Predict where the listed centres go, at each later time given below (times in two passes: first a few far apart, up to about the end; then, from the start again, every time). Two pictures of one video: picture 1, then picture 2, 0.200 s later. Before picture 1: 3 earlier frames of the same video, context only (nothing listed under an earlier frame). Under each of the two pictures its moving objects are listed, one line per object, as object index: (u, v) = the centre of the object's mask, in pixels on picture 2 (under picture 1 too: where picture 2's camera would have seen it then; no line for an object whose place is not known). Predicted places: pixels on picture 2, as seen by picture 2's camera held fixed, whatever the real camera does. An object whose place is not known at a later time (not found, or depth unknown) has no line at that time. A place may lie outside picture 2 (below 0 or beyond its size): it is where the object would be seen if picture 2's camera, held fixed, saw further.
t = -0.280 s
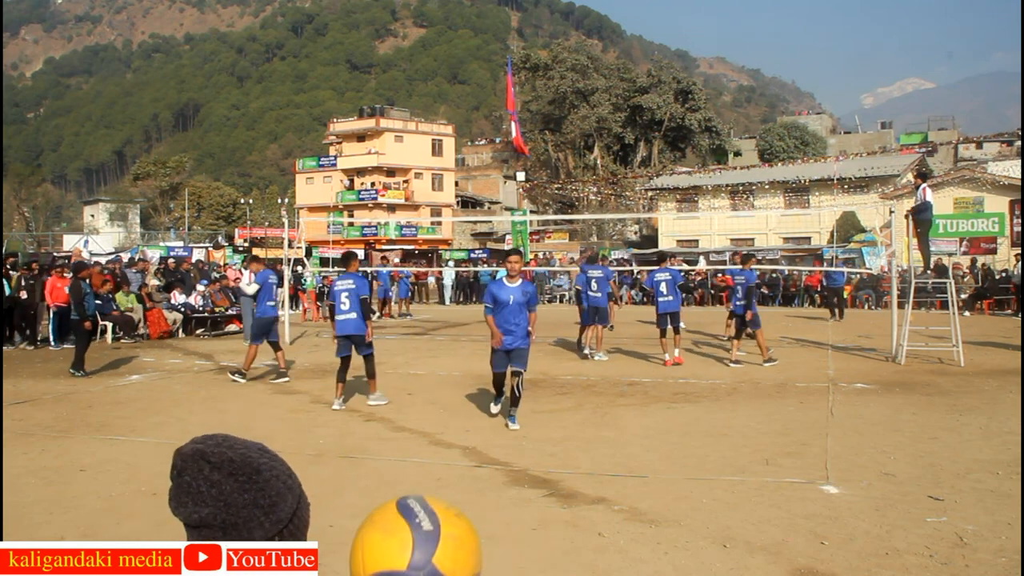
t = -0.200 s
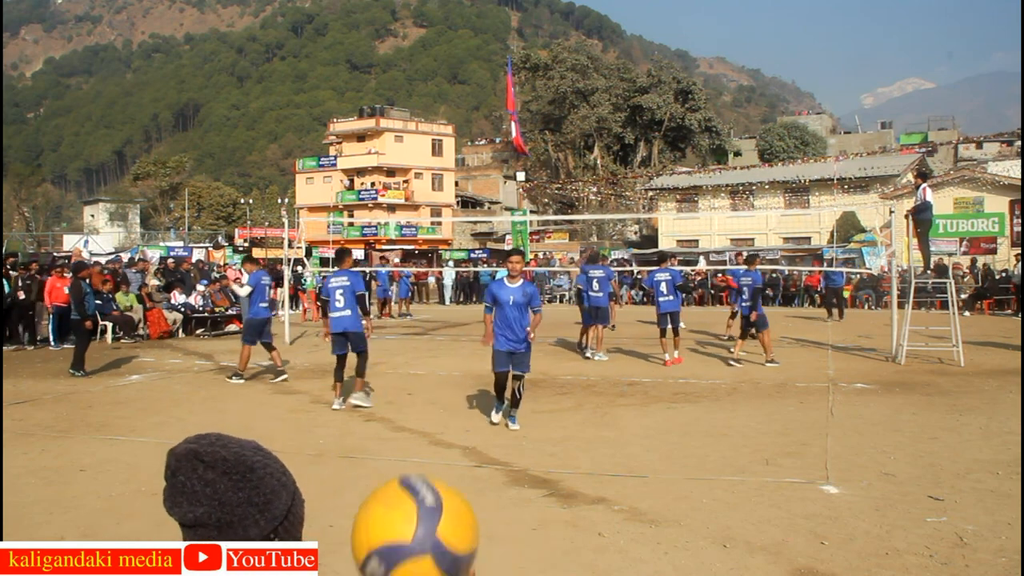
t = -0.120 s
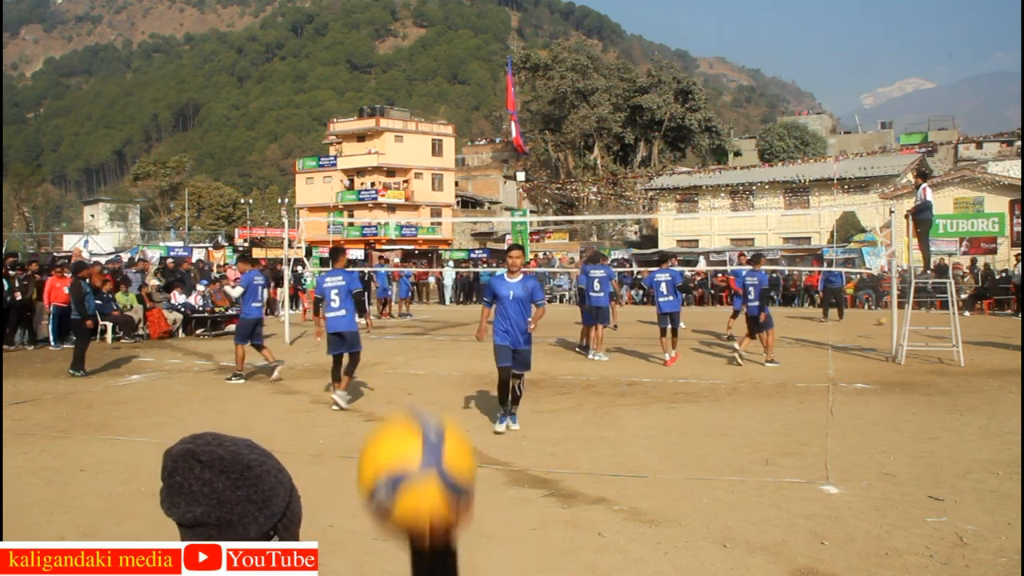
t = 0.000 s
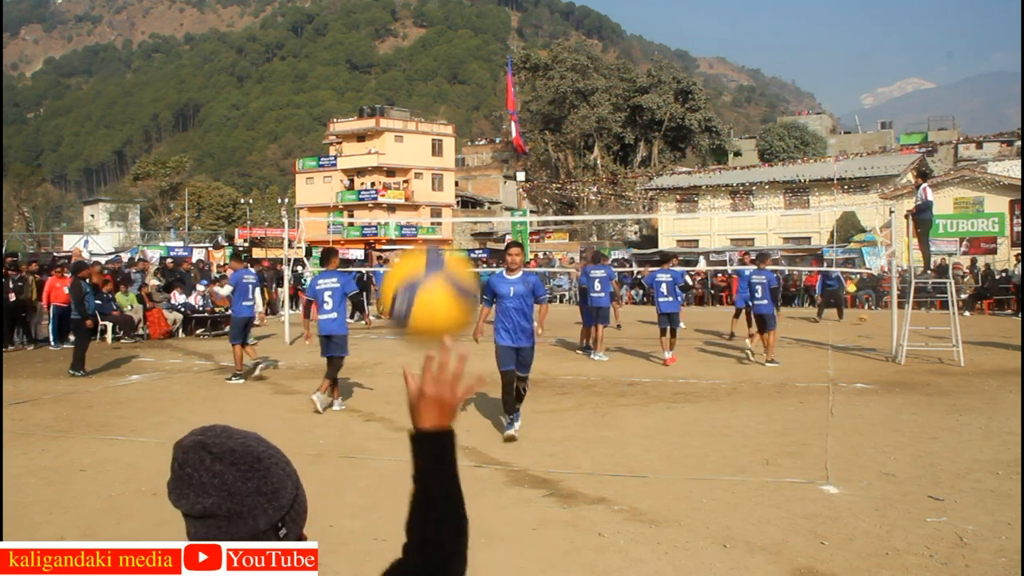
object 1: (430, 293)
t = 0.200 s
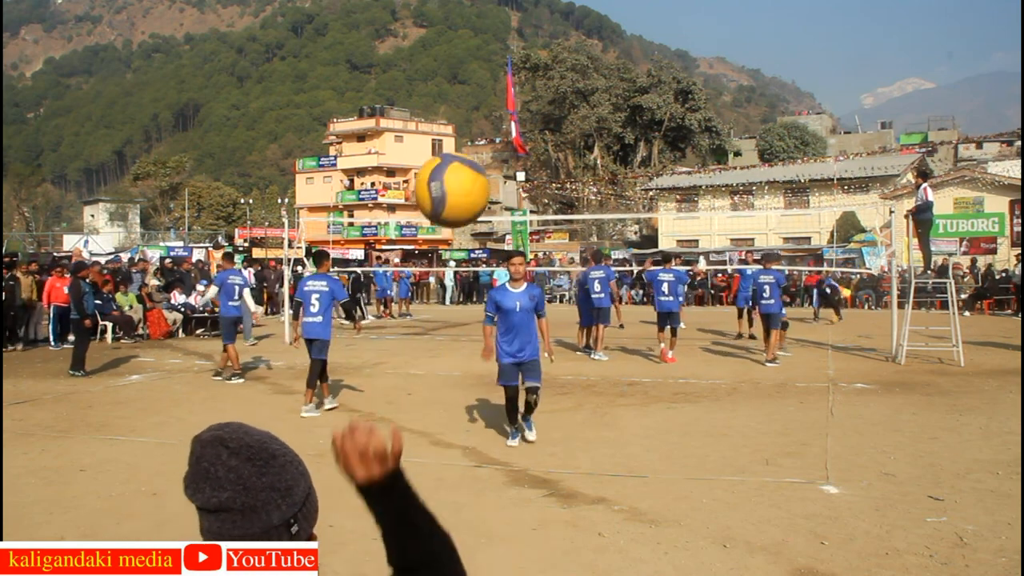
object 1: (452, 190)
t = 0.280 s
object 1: (459, 197)
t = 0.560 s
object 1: (483, 341)
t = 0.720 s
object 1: (495, 477)
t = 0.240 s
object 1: (455, 192)
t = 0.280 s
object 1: (459, 197)
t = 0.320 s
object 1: (463, 208)
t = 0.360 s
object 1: (466, 222)
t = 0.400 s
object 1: (470, 240)
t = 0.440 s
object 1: (474, 261)
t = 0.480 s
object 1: (476, 285)
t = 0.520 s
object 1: (479, 312)
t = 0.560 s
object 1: (483, 341)
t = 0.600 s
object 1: (485, 373)
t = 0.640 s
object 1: (489, 406)
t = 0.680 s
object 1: (492, 440)
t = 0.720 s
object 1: (495, 477)
